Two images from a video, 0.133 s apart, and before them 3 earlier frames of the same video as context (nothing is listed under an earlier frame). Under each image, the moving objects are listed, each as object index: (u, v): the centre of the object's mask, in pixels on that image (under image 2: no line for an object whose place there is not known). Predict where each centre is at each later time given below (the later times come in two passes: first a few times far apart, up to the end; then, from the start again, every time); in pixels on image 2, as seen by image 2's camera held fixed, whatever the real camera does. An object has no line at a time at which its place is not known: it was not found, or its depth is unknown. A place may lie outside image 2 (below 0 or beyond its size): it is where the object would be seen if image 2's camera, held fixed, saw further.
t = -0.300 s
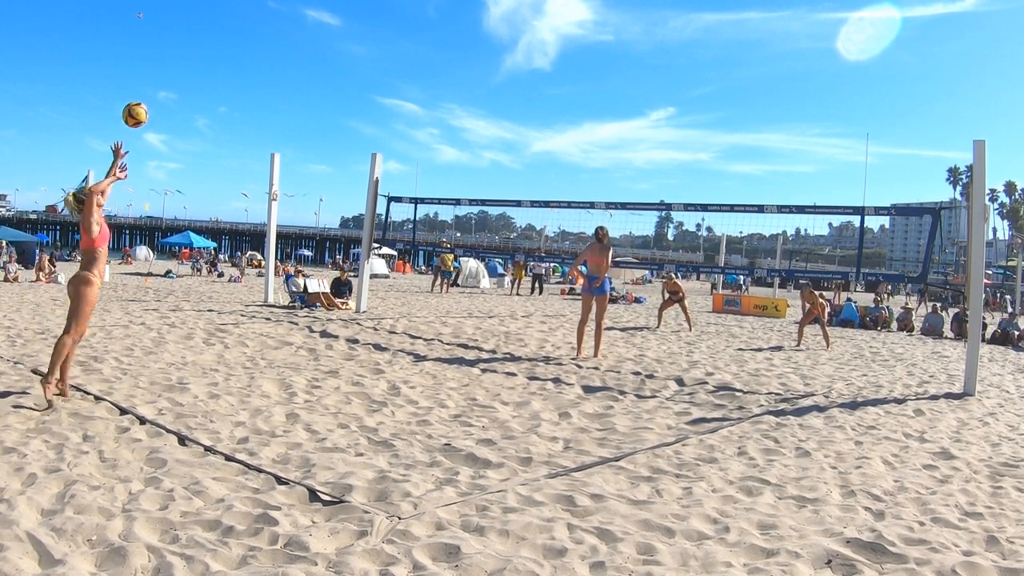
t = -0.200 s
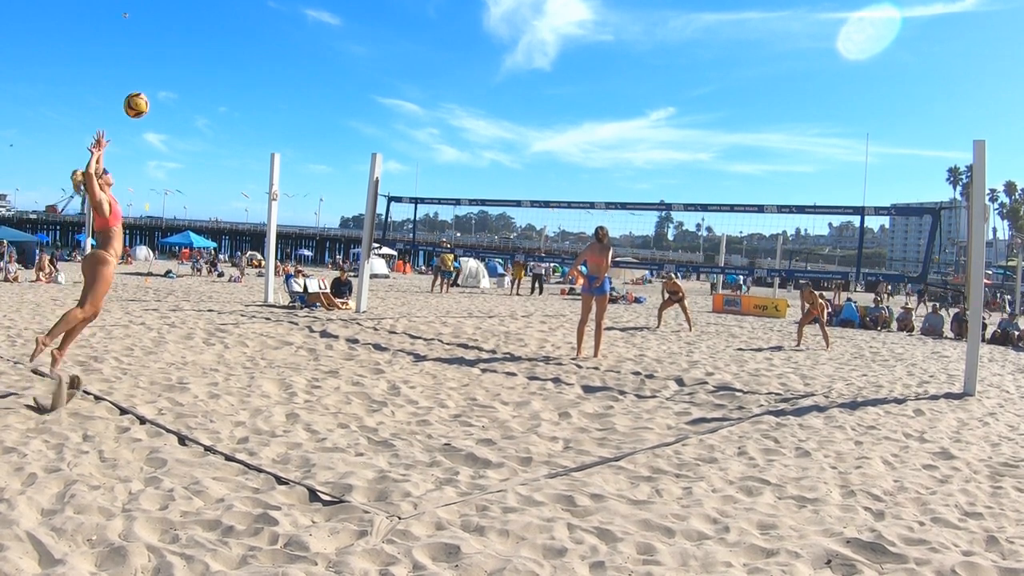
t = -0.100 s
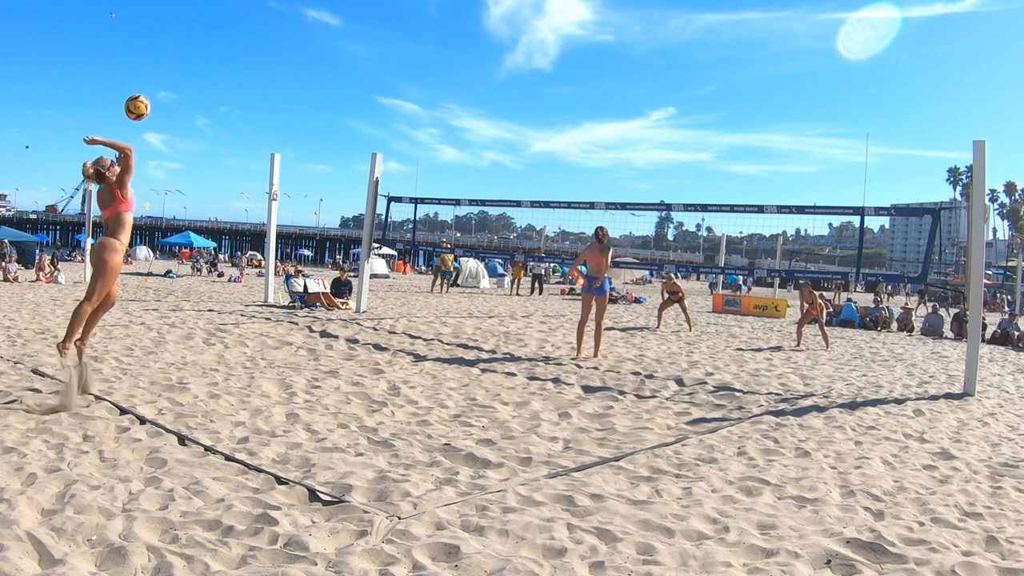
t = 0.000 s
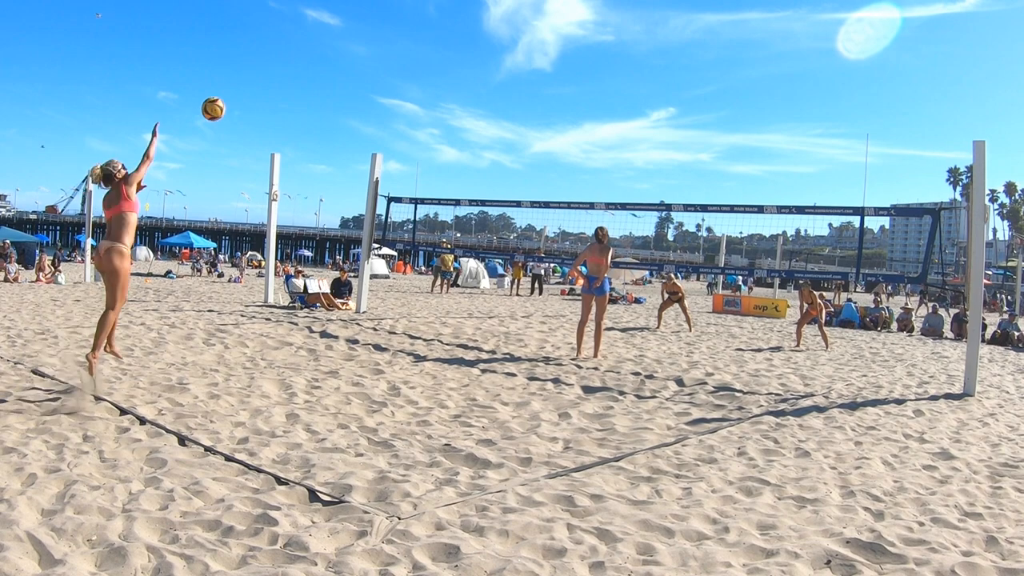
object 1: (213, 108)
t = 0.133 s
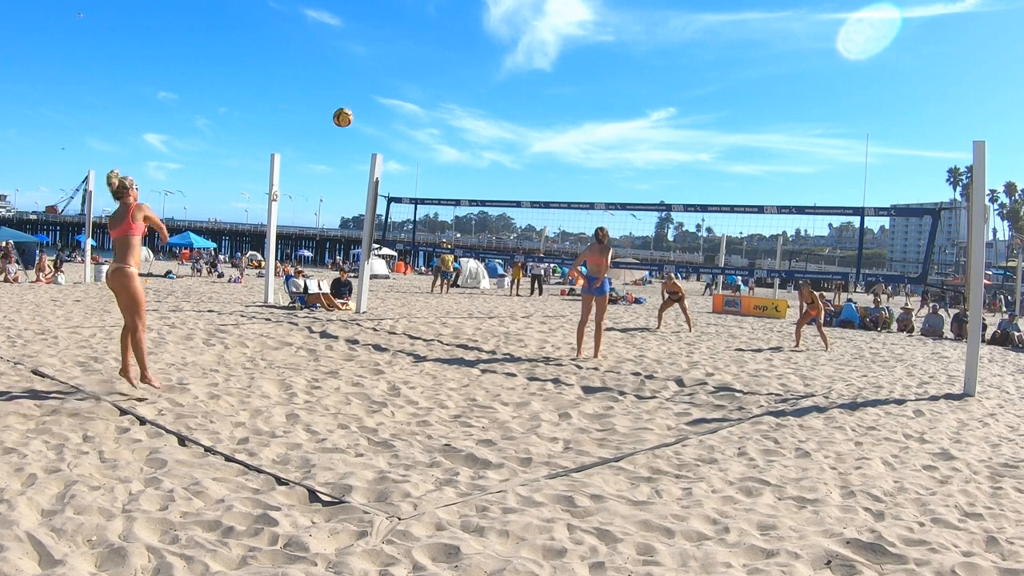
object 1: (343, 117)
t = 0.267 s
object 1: (434, 140)
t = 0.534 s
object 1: (544, 201)
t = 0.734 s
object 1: (527, 213)
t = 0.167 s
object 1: (369, 122)
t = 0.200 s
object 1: (393, 127)
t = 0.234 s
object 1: (414, 133)
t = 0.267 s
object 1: (434, 140)
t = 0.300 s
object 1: (452, 146)
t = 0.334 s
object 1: (469, 153)
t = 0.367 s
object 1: (484, 161)
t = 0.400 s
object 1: (498, 169)
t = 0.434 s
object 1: (511, 177)
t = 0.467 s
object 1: (524, 185)
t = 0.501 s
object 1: (535, 194)
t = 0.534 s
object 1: (544, 201)
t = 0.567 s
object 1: (542, 203)
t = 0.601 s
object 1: (539, 203)
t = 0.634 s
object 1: (536, 205)
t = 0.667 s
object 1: (533, 207)
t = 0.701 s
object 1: (530, 209)
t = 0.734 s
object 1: (527, 213)
